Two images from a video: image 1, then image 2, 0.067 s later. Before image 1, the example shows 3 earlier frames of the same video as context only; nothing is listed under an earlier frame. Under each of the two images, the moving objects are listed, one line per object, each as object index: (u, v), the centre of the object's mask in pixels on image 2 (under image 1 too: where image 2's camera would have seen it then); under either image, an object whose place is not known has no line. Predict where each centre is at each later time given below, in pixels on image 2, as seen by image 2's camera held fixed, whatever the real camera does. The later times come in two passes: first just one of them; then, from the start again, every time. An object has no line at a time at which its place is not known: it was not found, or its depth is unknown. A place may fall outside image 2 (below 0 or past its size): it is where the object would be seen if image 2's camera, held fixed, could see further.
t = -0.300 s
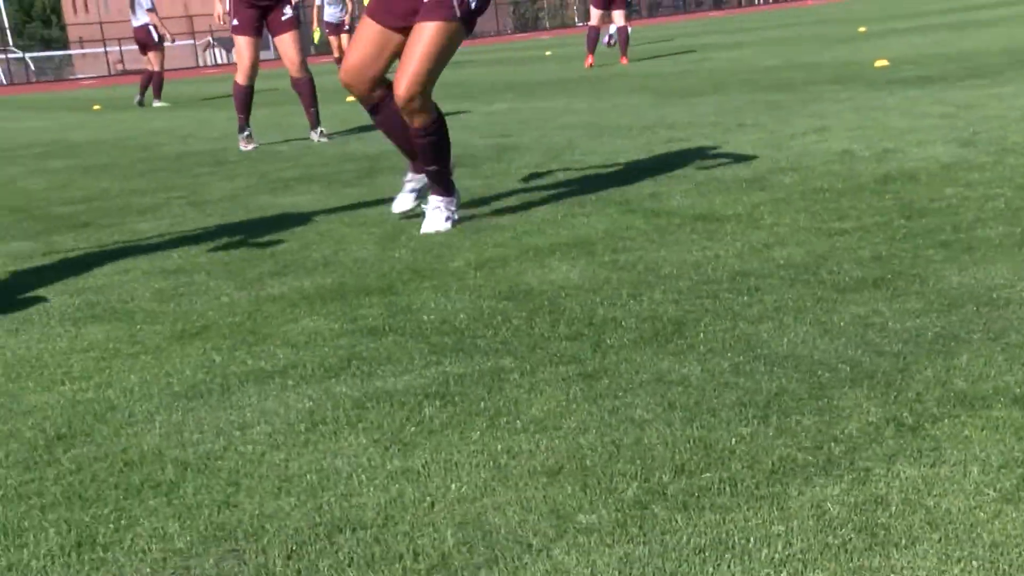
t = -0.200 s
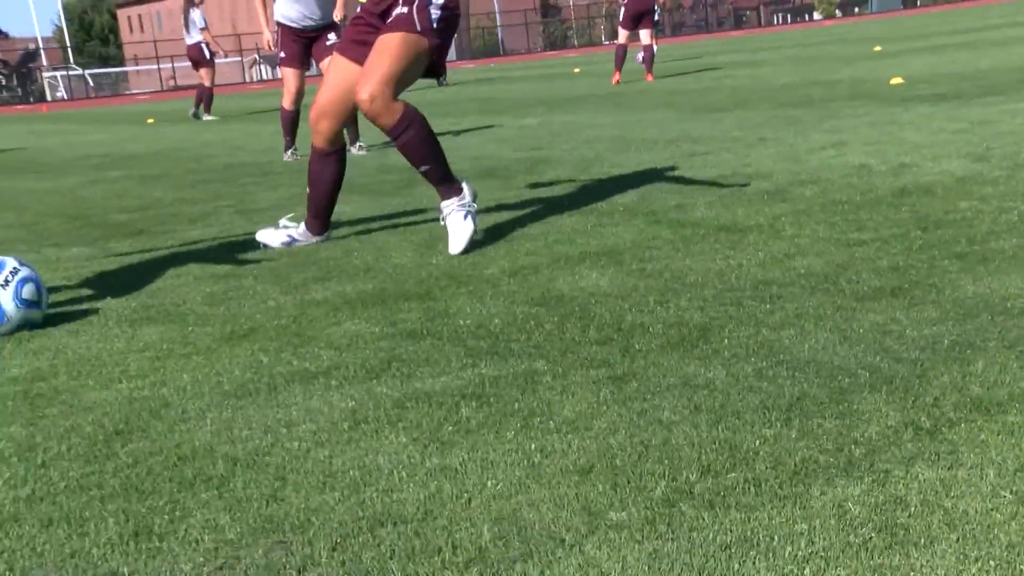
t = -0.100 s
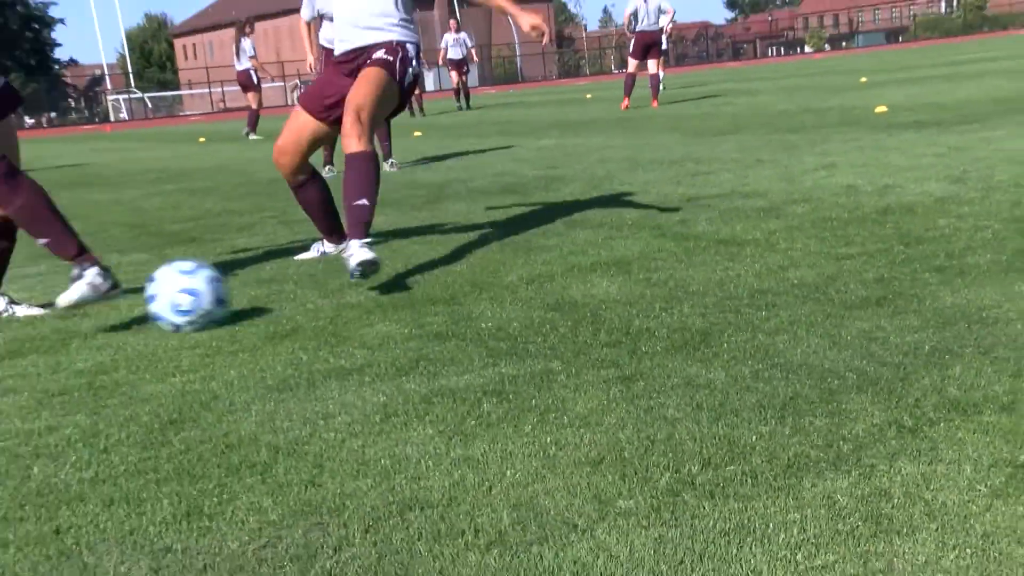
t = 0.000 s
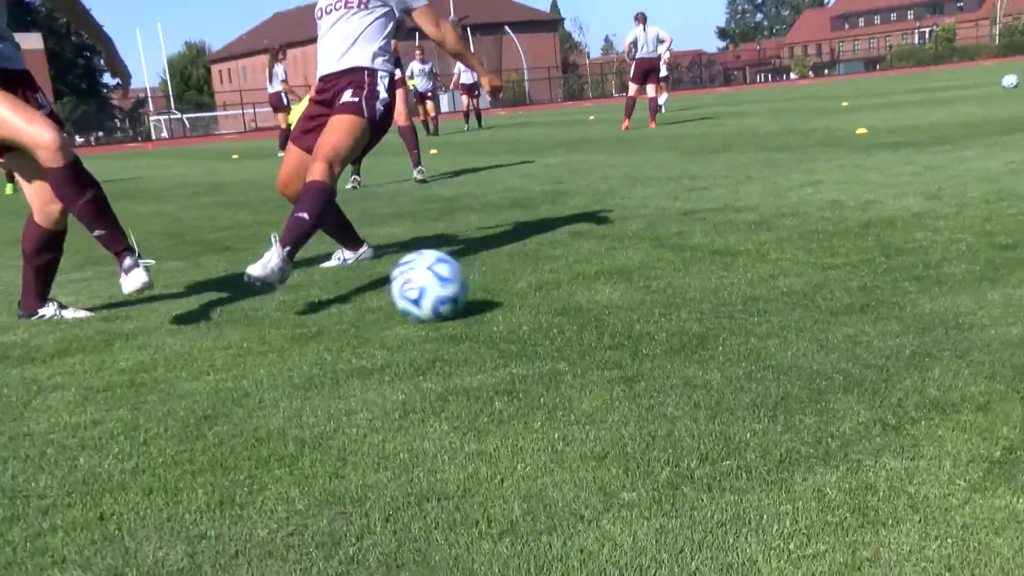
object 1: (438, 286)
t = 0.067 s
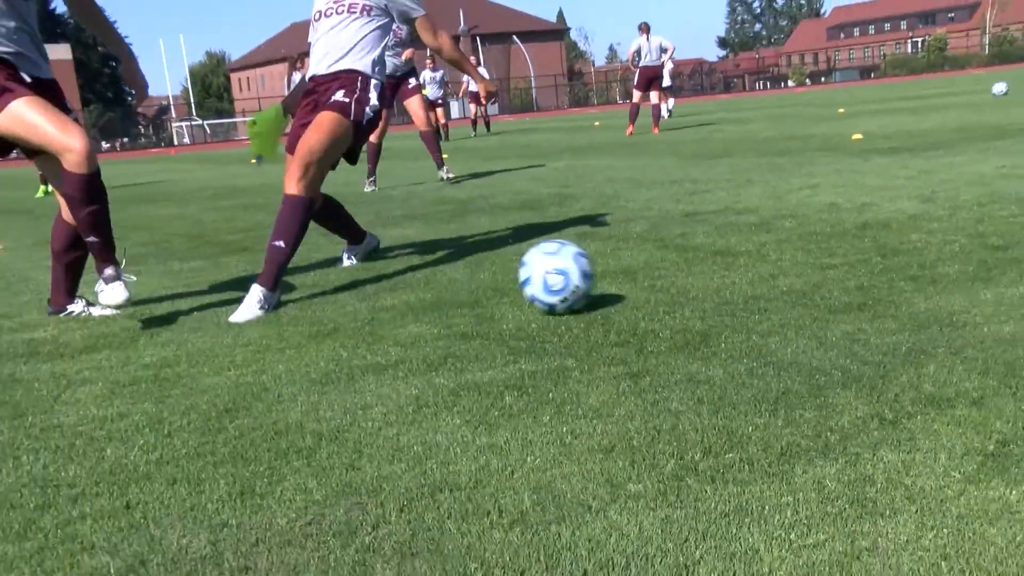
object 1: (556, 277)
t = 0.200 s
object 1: (793, 269)
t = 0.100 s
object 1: (616, 275)
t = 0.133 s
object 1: (678, 275)
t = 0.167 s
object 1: (736, 273)
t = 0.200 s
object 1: (793, 269)
